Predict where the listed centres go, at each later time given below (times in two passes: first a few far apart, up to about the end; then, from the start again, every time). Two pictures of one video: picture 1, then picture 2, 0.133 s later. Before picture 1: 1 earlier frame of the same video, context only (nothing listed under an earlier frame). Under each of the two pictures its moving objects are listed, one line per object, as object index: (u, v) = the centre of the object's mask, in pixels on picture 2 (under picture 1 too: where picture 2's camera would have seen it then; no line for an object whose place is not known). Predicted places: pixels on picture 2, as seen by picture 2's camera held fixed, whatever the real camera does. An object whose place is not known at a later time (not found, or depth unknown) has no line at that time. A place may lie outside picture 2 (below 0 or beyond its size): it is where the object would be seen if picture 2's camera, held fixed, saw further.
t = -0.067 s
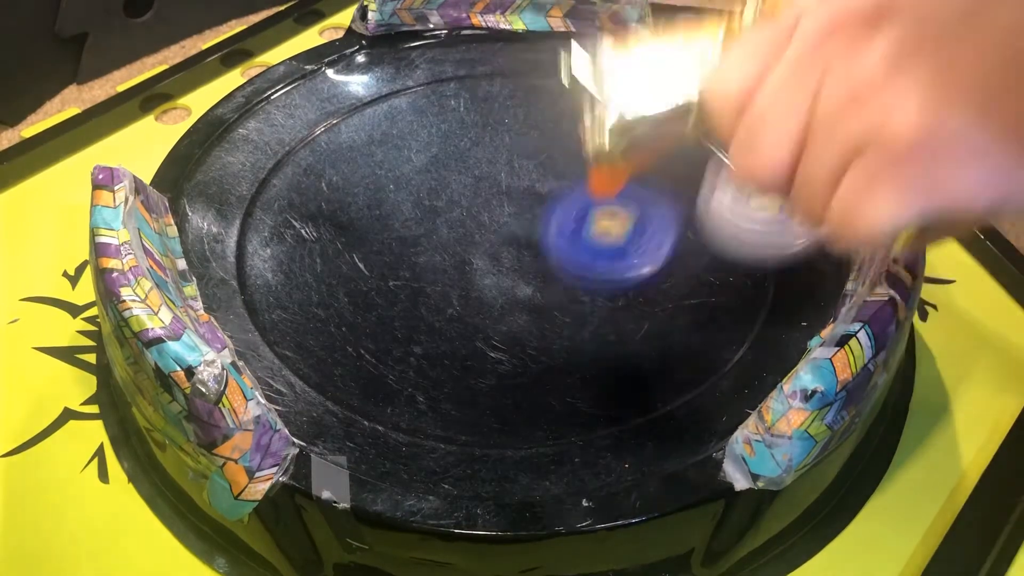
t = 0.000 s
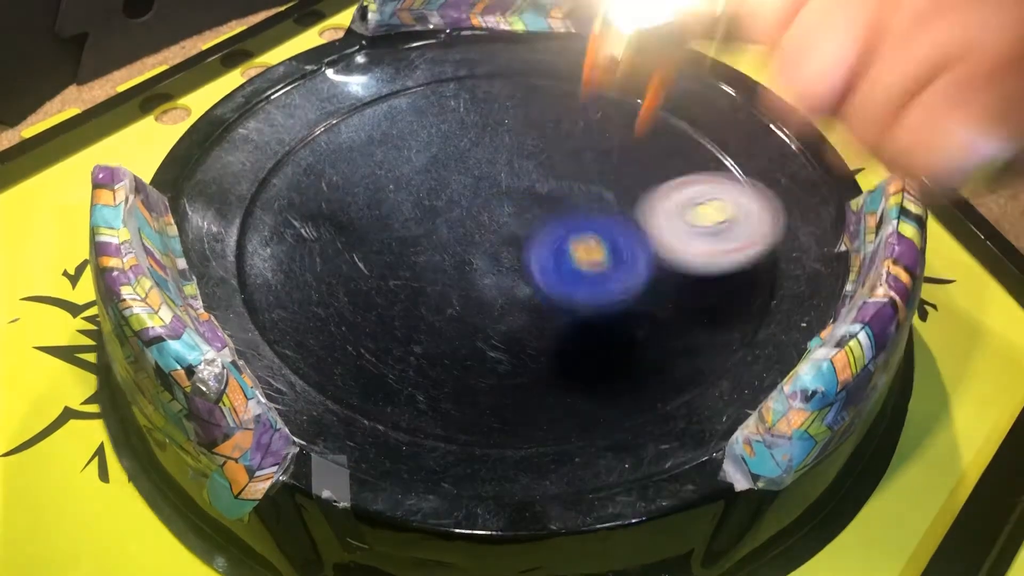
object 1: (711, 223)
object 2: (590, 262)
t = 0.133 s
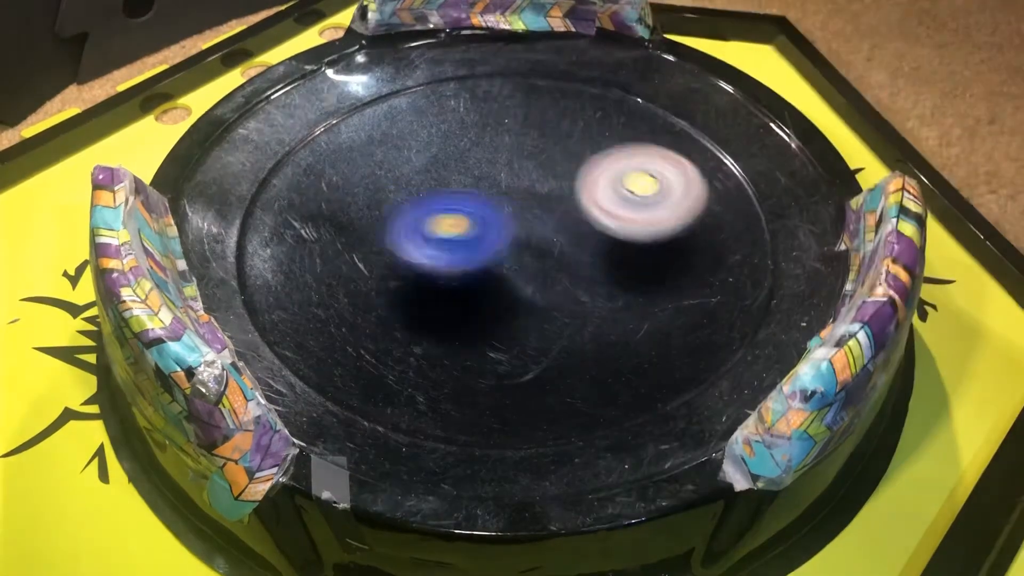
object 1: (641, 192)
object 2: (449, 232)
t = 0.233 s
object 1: (576, 164)
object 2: (374, 204)
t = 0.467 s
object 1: (428, 176)
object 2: (317, 210)
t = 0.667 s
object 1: (474, 274)
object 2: (305, 284)
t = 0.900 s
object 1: (630, 296)
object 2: (473, 320)
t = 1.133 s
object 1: (701, 166)
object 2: (487, 236)
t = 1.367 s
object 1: (525, 95)
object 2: (396, 175)
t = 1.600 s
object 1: (383, 120)
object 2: (322, 246)
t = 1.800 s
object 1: (417, 218)
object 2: (448, 306)
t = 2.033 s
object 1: (570, 208)
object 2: (684, 317)
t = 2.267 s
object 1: (586, 151)
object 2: (703, 177)
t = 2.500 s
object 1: (431, 152)
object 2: (626, 147)
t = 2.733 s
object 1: (452, 291)
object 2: (481, 194)
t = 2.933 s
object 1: (640, 309)
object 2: (467, 265)
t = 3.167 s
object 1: (700, 193)
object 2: (551, 282)
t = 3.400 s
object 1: (520, 139)
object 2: (571, 235)
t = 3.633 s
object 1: (356, 228)
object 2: (544, 224)
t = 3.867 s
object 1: (460, 346)
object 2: (513, 224)
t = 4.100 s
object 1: (644, 280)
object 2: (478, 219)
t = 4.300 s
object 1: (598, 162)
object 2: (477, 221)
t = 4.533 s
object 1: (416, 129)
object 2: (473, 221)
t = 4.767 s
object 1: (345, 227)
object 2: (478, 219)
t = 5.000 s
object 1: (495, 297)
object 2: (522, 204)
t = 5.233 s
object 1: (638, 274)
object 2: (519, 138)
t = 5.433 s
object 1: (654, 212)
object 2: (480, 141)
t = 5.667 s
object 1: (578, 166)
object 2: (385, 205)
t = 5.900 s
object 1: (494, 210)
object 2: (351, 273)
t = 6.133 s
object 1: (489, 238)
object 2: (410, 312)
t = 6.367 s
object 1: (524, 221)
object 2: (402, 326)
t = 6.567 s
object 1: (490, 204)
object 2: (457, 279)
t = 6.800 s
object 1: (549, 68)
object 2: (417, 303)
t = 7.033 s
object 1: (522, 121)
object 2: (492, 226)
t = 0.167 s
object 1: (622, 182)
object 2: (418, 225)
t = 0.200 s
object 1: (600, 172)
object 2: (394, 214)
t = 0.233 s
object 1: (576, 164)
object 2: (374, 204)
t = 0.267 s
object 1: (548, 157)
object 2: (360, 198)
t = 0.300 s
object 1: (519, 153)
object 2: (351, 194)
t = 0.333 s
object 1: (489, 151)
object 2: (350, 193)
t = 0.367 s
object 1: (460, 153)
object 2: (350, 193)
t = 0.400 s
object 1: (443, 156)
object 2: (340, 198)
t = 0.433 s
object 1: (434, 165)
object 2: (326, 203)
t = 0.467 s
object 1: (428, 176)
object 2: (317, 210)
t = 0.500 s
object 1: (424, 191)
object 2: (311, 220)
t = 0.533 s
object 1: (428, 206)
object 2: (301, 231)
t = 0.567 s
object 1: (437, 223)
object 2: (293, 243)
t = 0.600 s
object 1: (447, 241)
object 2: (291, 257)
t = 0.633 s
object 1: (459, 258)
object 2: (296, 267)
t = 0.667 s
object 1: (474, 274)
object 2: (305, 284)
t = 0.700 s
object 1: (493, 288)
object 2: (320, 293)
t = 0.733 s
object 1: (515, 299)
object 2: (339, 304)
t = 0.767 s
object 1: (539, 307)
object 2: (362, 313)
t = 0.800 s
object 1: (564, 311)
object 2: (389, 319)
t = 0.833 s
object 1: (589, 310)
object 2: (416, 323)
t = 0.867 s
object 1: (611, 305)
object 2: (444, 323)
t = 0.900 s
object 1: (630, 296)
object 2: (473, 320)
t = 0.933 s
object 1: (645, 285)
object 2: (496, 313)
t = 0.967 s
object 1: (657, 271)
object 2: (519, 302)
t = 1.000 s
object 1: (664, 255)
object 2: (536, 287)
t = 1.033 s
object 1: (681, 234)
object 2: (531, 275)
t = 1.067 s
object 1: (696, 211)
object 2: (518, 263)
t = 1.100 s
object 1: (702, 188)
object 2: (502, 250)
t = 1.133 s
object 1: (701, 166)
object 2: (487, 236)
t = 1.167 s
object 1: (691, 147)
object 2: (469, 223)
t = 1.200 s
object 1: (675, 129)
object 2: (454, 211)
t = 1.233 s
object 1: (653, 116)
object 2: (440, 201)
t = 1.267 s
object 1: (627, 105)
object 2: (427, 193)
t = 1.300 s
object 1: (596, 98)
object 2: (414, 185)
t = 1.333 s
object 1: (562, 94)
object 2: (403, 178)
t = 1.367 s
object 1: (525, 95)
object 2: (396, 175)
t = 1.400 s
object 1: (487, 99)
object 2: (388, 173)
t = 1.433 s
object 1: (451, 103)
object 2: (382, 174)
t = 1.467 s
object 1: (433, 99)
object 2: (360, 182)
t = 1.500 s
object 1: (419, 98)
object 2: (338, 204)
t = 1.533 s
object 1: (405, 101)
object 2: (325, 219)
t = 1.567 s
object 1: (393, 108)
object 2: (320, 233)
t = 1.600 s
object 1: (383, 120)
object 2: (322, 246)
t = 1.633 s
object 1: (376, 135)
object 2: (332, 255)
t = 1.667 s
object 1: (373, 155)
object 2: (348, 262)
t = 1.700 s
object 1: (374, 174)
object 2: (371, 268)
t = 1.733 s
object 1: (380, 191)
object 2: (395, 275)
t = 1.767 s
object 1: (397, 205)
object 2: (420, 294)
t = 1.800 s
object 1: (417, 218)
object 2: (448, 306)
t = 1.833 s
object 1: (441, 231)
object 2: (482, 316)
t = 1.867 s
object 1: (468, 240)
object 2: (516, 322)
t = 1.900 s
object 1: (494, 237)
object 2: (553, 332)
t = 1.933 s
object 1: (517, 231)
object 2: (592, 337)
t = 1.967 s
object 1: (537, 223)
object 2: (627, 336)
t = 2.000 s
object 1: (555, 216)
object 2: (656, 330)
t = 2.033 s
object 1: (570, 208)
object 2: (684, 317)
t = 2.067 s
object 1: (583, 200)
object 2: (703, 301)
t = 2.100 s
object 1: (593, 191)
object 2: (717, 282)
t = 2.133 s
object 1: (600, 182)
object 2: (724, 262)
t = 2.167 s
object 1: (603, 173)
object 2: (725, 239)
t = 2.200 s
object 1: (603, 166)
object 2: (720, 217)
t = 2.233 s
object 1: (599, 159)
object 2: (710, 198)
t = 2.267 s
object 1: (586, 151)
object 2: (703, 177)
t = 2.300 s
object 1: (564, 139)
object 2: (706, 170)
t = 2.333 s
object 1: (541, 130)
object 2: (705, 162)
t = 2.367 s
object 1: (517, 126)
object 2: (696, 156)
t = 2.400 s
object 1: (493, 126)
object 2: (682, 151)
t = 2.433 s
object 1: (470, 131)
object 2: (665, 148)
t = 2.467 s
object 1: (449, 140)
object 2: (646, 146)
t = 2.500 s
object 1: (431, 152)
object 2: (626, 147)
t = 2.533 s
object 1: (417, 168)
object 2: (601, 147)
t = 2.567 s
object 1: (407, 187)
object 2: (579, 152)
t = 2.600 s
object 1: (404, 207)
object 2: (554, 160)
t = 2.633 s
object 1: (405, 230)
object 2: (533, 166)
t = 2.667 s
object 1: (414, 251)
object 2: (511, 176)
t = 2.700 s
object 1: (431, 272)
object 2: (494, 185)
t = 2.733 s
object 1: (452, 291)
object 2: (481, 194)
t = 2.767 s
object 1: (481, 306)
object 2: (467, 207)
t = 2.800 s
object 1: (511, 316)
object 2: (458, 219)
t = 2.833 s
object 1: (545, 322)
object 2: (454, 231)
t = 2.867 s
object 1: (577, 323)
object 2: (455, 244)
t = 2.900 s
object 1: (608, 318)
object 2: (459, 254)
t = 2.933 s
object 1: (640, 309)
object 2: (467, 265)
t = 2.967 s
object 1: (666, 297)
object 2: (479, 273)
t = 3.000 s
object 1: (689, 282)
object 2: (490, 280)
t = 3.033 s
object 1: (706, 266)
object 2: (503, 285)
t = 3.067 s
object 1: (715, 247)
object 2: (518, 287)
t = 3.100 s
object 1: (717, 228)
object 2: (530, 288)
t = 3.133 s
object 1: (712, 210)
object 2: (541, 285)
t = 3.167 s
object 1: (700, 193)
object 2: (551, 282)
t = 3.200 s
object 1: (685, 176)
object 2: (558, 277)
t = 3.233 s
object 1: (665, 162)
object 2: (565, 271)
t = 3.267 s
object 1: (640, 151)
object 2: (571, 263)
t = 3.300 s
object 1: (614, 143)
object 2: (574, 255)
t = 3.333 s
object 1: (585, 138)
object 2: (575, 247)
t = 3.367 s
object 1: (553, 138)
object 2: (574, 240)
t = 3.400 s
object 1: (520, 139)
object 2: (571, 235)
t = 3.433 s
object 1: (488, 144)
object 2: (567, 232)
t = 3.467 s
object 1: (457, 152)
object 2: (563, 229)
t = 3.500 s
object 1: (428, 162)
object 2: (558, 226)
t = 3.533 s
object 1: (403, 176)
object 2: (555, 225)
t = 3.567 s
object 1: (382, 191)
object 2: (552, 224)
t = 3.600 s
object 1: (367, 208)
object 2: (547, 224)
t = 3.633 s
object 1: (356, 228)
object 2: (544, 224)
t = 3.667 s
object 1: (352, 248)
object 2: (540, 224)
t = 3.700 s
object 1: (354, 268)
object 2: (537, 223)
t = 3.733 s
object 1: (364, 288)
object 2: (533, 224)
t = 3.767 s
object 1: (380, 307)
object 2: (528, 224)
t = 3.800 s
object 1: (401, 324)
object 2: (523, 224)
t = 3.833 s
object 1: (428, 337)
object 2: (518, 224)
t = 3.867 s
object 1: (460, 346)
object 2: (513, 224)
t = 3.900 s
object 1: (492, 351)
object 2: (508, 223)
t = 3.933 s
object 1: (525, 351)
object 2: (503, 224)
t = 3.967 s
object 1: (557, 344)
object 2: (497, 223)
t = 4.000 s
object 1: (587, 334)
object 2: (491, 222)
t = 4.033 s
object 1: (612, 318)
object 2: (486, 221)
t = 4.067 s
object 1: (631, 300)
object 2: (481, 220)
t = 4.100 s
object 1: (644, 280)
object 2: (478, 219)
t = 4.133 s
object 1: (650, 259)
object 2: (474, 219)
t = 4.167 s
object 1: (650, 238)
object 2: (471, 219)
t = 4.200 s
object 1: (645, 217)
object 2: (471, 220)
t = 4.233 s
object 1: (633, 196)
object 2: (473, 220)
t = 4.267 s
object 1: (618, 178)
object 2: (476, 221)
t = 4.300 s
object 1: (598, 162)
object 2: (477, 221)
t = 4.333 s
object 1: (575, 149)
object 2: (476, 222)
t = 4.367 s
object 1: (551, 138)
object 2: (474, 222)
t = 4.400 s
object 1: (524, 130)
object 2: (474, 222)
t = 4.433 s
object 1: (496, 125)
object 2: (475, 221)
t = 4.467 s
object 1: (469, 123)
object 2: (475, 221)
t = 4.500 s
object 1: (441, 124)
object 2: (474, 221)
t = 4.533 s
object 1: (416, 129)
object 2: (473, 221)
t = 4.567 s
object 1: (392, 137)
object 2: (473, 221)
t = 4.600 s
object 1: (371, 147)
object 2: (472, 221)
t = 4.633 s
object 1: (355, 158)
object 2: (471, 220)
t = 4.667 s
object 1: (345, 173)
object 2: (470, 219)
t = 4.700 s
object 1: (341, 190)
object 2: (471, 219)
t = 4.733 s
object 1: (344, 208)
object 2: (471, 219)
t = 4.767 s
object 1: (345, 227)
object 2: (478, 219)
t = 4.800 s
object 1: (352, 244)
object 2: (485, 219)
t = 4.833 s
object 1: (366, 261)
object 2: (491, 218)
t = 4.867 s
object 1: (384, 275)
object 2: (497, 216)
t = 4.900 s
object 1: (409, 287)
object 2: (505, 214)
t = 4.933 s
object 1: (436, 294)
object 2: (511, 212)
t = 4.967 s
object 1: (465, 298)
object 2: (517, 208)
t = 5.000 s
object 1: (495, 297)
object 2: (522, 204)
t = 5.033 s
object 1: (522, 293)
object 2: (527, 201)
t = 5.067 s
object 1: (547, 288)
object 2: (532, 196)
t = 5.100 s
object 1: (568, 282)
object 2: (536, 192)
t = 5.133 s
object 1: (586, 274)
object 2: (536, 189)
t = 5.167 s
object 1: (606, 276)
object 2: (533, 172)
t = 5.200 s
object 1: (624, 277)
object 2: (527, 153)
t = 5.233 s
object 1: (638, 274)
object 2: (519, 138)
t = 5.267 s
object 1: (649, 268)
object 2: (513, 129)
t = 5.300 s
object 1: (657, 259)
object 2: (506, 125)
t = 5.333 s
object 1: (662, 249)
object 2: (499, 123)
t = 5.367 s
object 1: (663, 237)
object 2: (491, 126)
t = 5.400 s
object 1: (660, 224)
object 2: (484, 131)
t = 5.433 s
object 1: (654, 212)
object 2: (480, 141)
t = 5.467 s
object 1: (642, 200)
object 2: (475, 150)
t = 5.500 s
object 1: (629, 189)
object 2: (473, 160)
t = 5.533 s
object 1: (611, 179)
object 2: (470, 171)
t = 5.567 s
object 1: (591, 173)
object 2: (468, 182)
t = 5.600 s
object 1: (581, 168)
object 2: (452, 187)
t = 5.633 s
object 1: (582, 165)
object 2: (414, 197)
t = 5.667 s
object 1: (578, 166)
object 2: (385, 205)
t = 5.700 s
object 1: (570, 169)
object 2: (358, 213)
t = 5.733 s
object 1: (559, 173)
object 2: (337, 225)
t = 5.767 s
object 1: (546, 180)
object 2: (327, 235)
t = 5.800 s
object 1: (532, 187)
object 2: (323, 246)
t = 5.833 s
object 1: (519, 195)
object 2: (327, 256)
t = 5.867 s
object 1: (507, 203)
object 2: (337, 266)
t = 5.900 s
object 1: (494, 210)
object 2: (351, 273)
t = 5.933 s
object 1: (482, 217)
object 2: (368, 279)
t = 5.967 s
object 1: (472, 222)
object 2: (390, 285)
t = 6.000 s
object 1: (469, 222)
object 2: (402, 287)
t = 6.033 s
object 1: (474, 225)
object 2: (405, 285)
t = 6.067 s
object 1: (477, 230)
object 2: (409, 294)
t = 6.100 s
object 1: (483, 235)
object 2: (410, 308)
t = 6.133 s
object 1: (489, 238)
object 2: (410, 312)
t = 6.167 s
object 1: (494, 242)
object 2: (412, 314)
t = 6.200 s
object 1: (497, 244)
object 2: (416, 314)
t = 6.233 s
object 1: (505, 241)
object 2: (412, 319)
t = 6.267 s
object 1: (514, 235)
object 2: (405, 325)
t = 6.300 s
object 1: (520, 230)
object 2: (401, 327)
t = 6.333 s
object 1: (524, 225)
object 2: (401, 327)
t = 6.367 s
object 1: (524, 221)
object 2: (402, 326)
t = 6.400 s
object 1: (522, 217)
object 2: (406, 323)
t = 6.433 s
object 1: (518, 214)
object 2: (414, 317)
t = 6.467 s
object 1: (512, 212)
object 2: (422, 309)
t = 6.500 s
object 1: (505, 210)
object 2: (434, 300)
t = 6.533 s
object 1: (497, 208)
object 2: (445, 289)
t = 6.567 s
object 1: (490, 204)
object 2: (457, 279)
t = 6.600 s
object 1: (501, 180)
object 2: (451, 282)
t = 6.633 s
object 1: (516, 149)
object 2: (436, 292)
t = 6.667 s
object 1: (527, 124)
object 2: (424, 308)
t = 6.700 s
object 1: (537, 102)
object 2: (416, 312)
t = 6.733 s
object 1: (543, 86)
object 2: (413, 312)
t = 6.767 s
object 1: (547, 73)
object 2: (413, 310)
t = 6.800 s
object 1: (549, 68)
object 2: (417, 303)
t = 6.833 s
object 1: (548, 66)
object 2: (423, 296)
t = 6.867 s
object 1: (545, 66)
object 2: (431, 289)
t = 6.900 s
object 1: (542, 72)
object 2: (441, 279)
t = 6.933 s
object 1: (537, 78)
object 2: (452, 266)
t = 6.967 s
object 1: (532, 89)
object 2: (466, 254)
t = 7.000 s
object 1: (527, 104)
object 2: (480, 239)
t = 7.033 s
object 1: (522, 121)
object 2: (492, 226)
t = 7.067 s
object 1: (518, 135)
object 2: (500, 219)
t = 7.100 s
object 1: (518, 136)
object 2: (504, 224)
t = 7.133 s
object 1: (520, 139)
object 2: (508, 229)
